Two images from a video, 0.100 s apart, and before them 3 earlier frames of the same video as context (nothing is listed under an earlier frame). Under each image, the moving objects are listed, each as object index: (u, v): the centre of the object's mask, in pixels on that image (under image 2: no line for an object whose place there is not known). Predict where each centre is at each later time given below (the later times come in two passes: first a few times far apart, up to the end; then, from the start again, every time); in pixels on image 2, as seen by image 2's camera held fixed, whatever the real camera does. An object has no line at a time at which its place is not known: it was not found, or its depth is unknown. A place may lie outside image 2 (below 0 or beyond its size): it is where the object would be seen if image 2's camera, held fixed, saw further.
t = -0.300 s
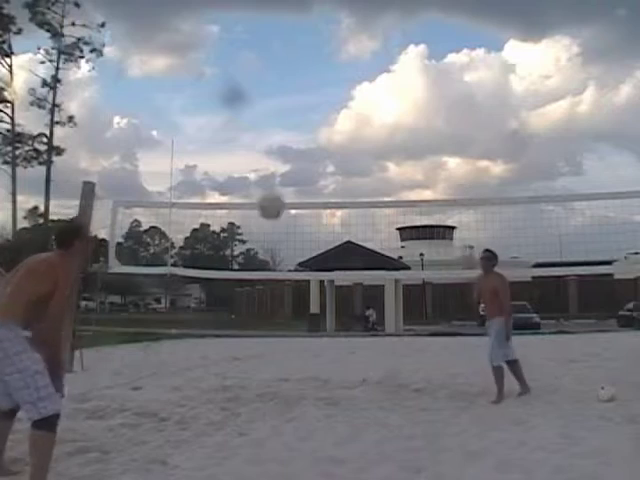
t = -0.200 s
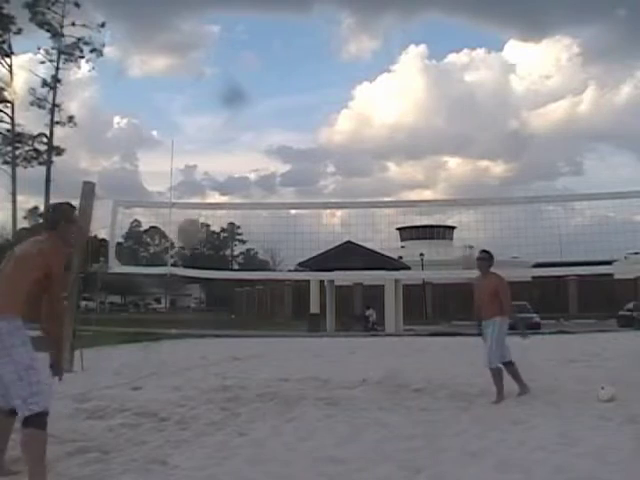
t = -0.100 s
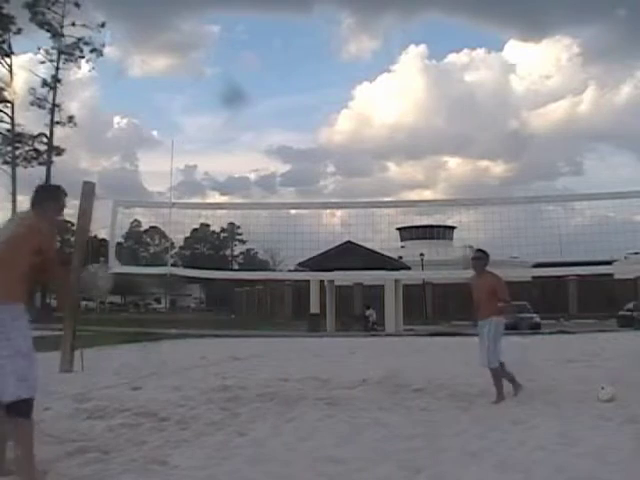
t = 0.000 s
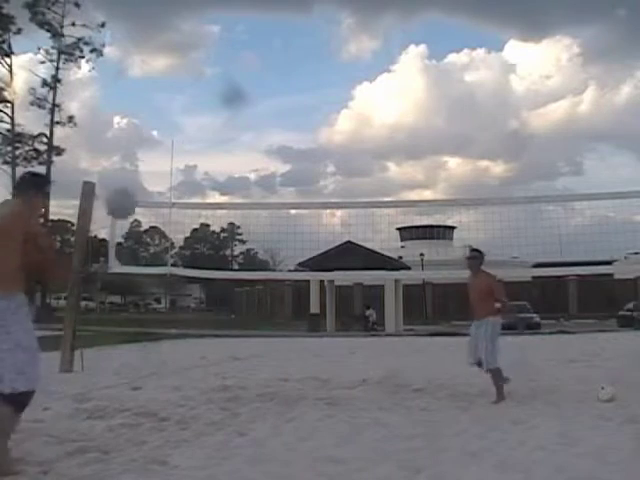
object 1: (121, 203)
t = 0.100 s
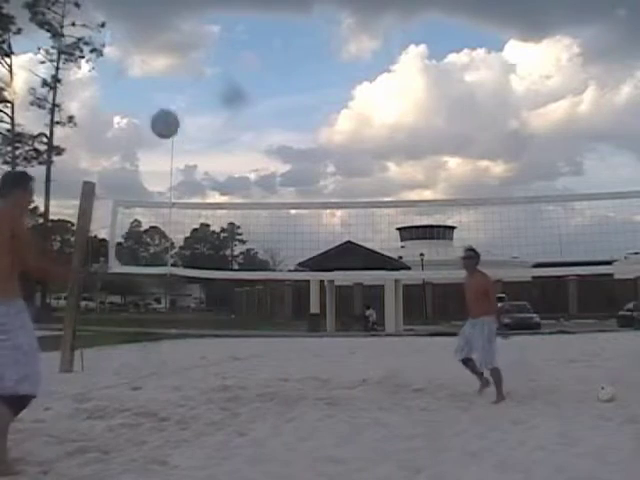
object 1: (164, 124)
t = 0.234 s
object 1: (214, 52)
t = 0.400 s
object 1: (266, 9)
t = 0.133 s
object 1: (178, 102)
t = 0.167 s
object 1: (191, 84)
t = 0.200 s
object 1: (203, 67)
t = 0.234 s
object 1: (214, 52)
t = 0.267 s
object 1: (225, 40)
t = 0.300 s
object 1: (236, 29)
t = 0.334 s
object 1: (246, 20)
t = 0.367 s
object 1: (256, 12)
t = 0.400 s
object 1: (266, 9)
